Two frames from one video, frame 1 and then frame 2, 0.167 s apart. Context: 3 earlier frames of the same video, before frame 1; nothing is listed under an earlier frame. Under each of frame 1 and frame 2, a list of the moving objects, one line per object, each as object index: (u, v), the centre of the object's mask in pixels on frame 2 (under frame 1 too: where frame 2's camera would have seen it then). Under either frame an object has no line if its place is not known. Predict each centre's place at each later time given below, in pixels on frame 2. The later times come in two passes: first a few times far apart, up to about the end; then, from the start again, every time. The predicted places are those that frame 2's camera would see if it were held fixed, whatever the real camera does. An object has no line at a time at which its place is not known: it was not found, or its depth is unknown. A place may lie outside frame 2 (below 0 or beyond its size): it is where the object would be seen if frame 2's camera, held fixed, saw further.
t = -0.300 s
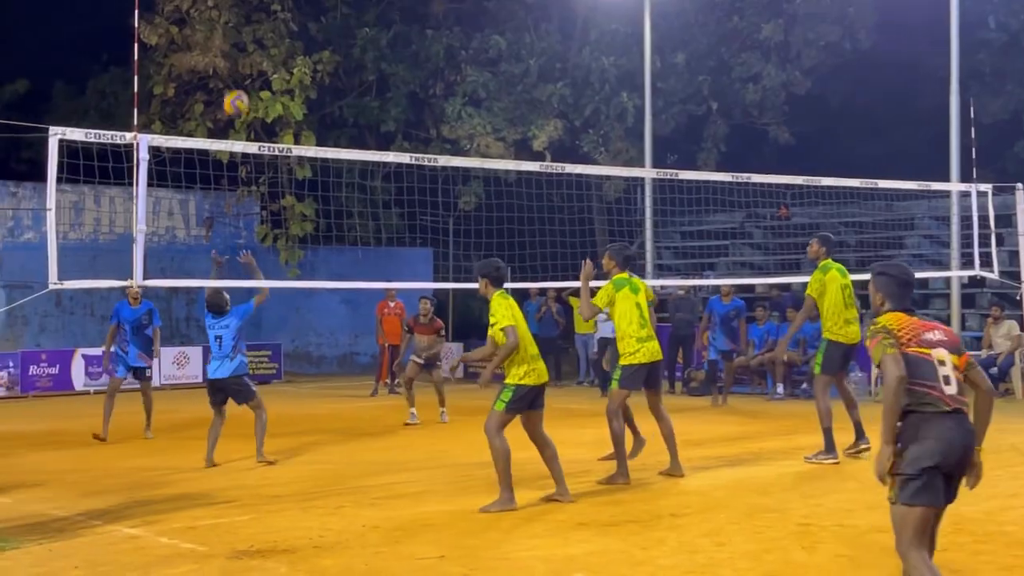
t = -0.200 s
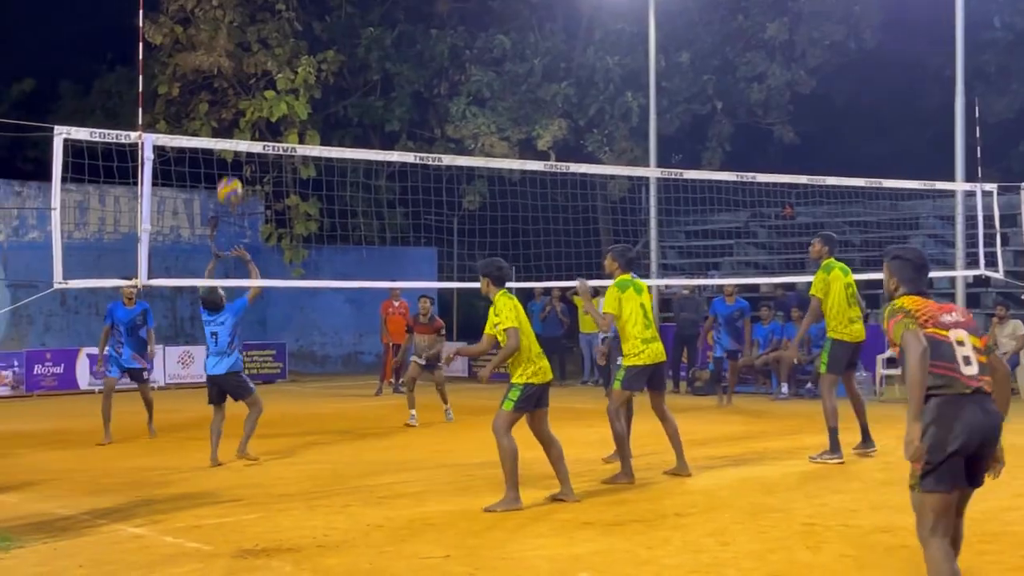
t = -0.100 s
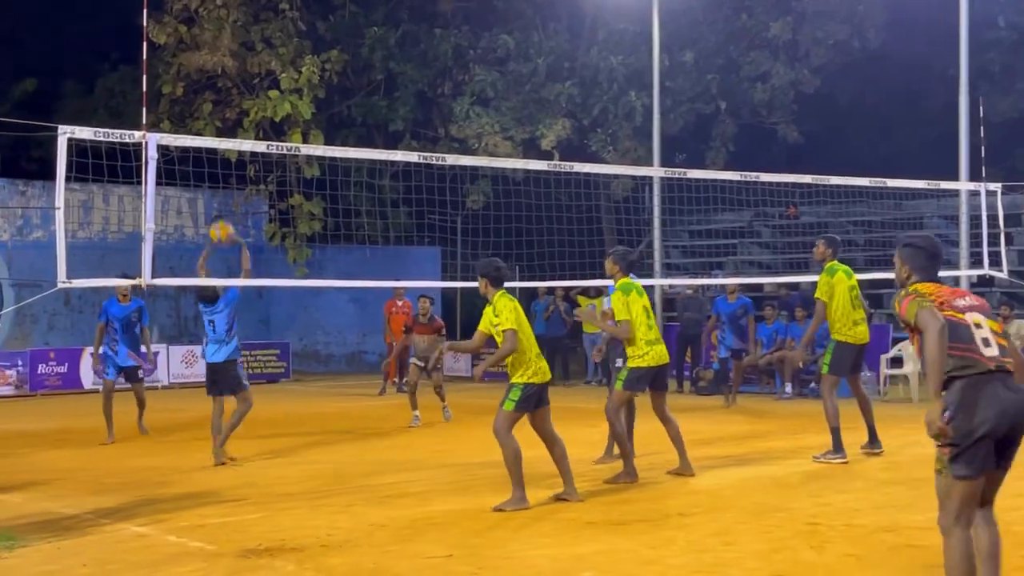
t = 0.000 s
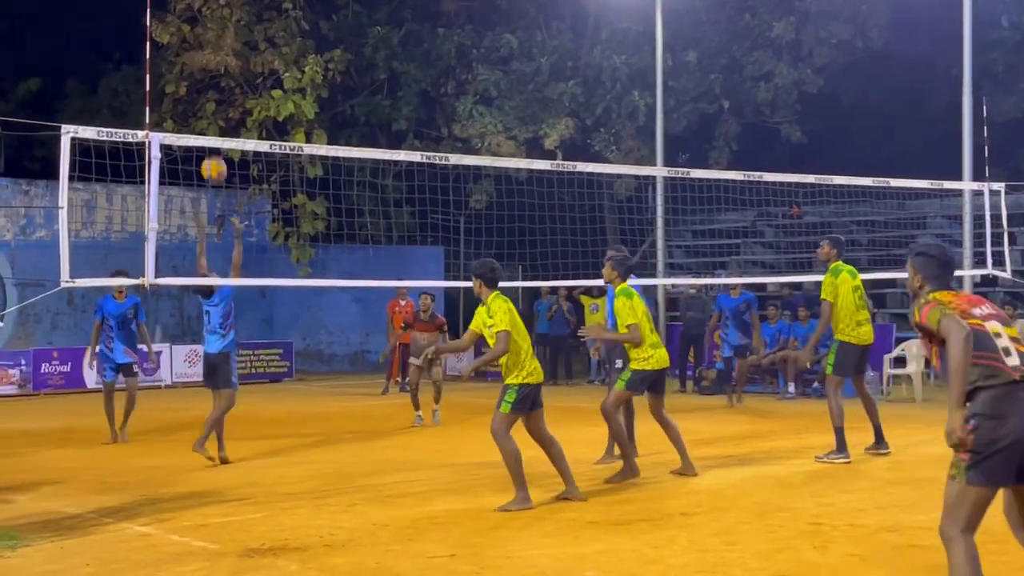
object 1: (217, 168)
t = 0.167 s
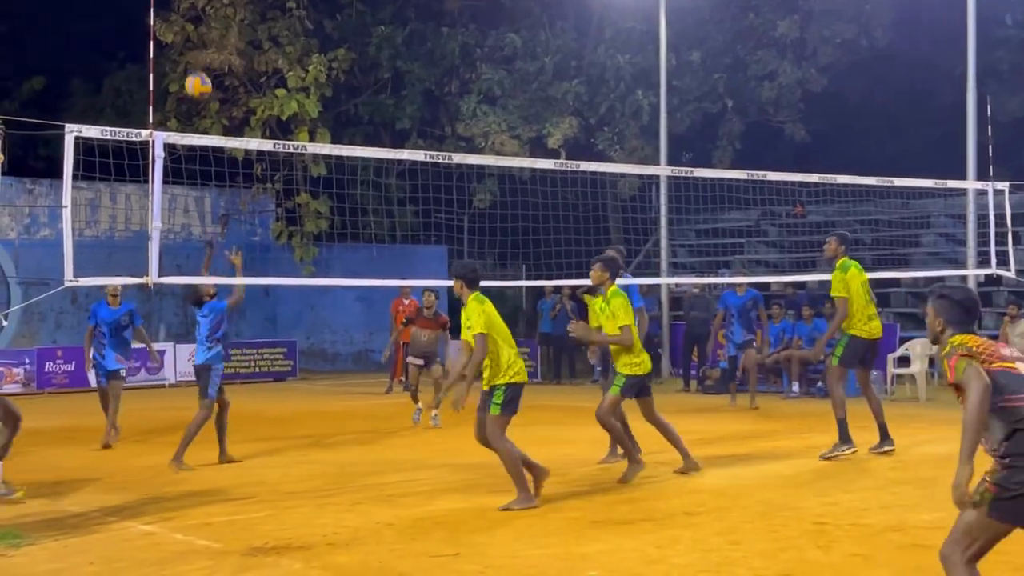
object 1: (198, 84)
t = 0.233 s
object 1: (190, 60)
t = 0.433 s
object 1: (166, 18)
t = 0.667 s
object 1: (136, 28)
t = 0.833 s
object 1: (115, 78)
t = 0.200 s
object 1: (194, 72)
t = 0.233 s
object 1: (190, 60)
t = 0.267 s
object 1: (186, 50)
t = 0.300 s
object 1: (182, 41)
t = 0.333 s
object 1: (178, 33)
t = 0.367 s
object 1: (174, 27)
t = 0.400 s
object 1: (170, 22)
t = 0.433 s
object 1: (166, 18)
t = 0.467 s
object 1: (162, 15)
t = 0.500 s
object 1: (158, 14)
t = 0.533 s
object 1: (154, 14)
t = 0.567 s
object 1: (149, 15)
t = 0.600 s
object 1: (145, 18)
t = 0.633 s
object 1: (141, 22)
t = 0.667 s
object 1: (136, 28)
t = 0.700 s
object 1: (132, 35)
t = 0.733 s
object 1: (128, 43)
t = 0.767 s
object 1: (124, 54)
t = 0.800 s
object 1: (119, 65)
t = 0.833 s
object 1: (115, 78)
